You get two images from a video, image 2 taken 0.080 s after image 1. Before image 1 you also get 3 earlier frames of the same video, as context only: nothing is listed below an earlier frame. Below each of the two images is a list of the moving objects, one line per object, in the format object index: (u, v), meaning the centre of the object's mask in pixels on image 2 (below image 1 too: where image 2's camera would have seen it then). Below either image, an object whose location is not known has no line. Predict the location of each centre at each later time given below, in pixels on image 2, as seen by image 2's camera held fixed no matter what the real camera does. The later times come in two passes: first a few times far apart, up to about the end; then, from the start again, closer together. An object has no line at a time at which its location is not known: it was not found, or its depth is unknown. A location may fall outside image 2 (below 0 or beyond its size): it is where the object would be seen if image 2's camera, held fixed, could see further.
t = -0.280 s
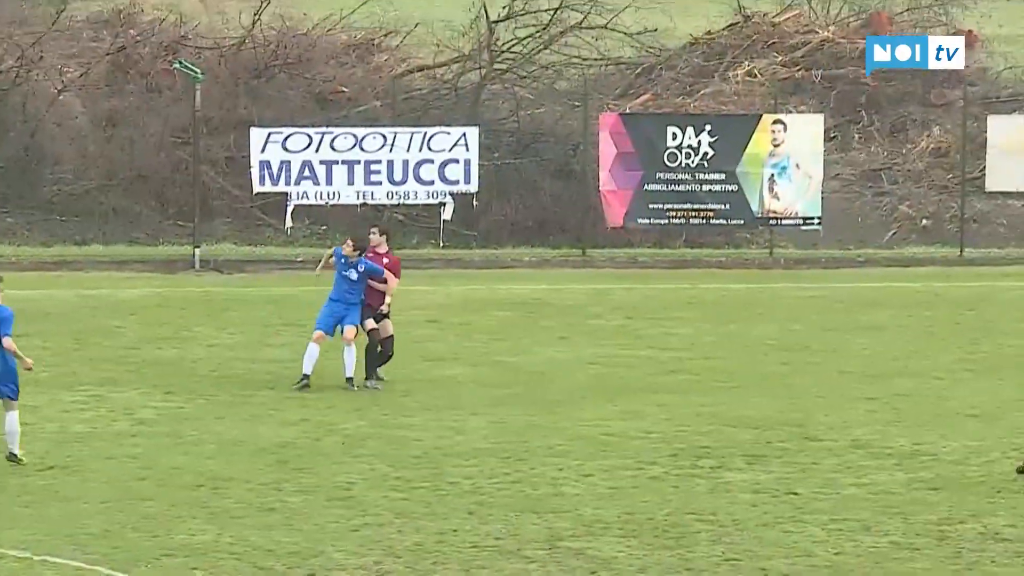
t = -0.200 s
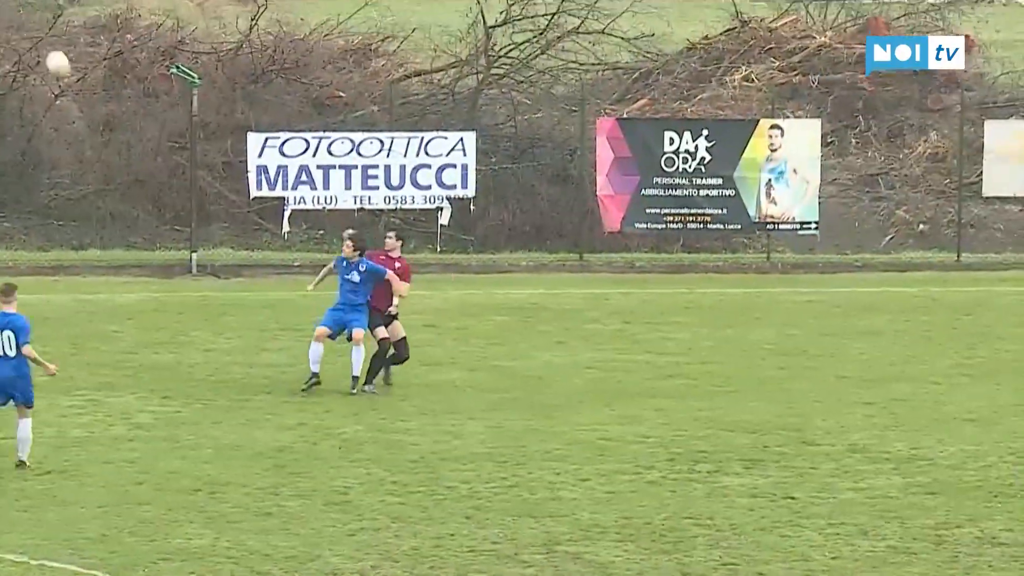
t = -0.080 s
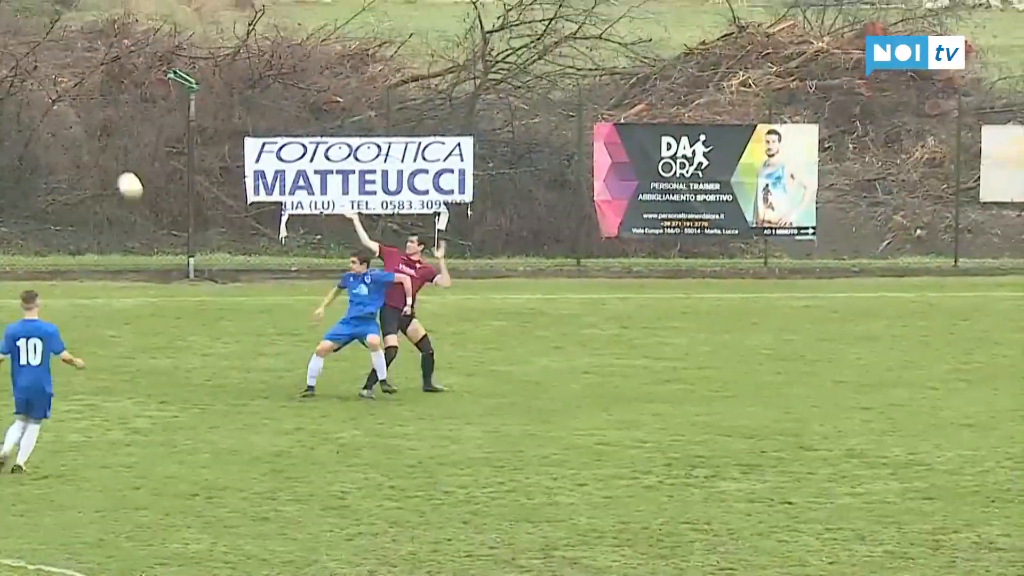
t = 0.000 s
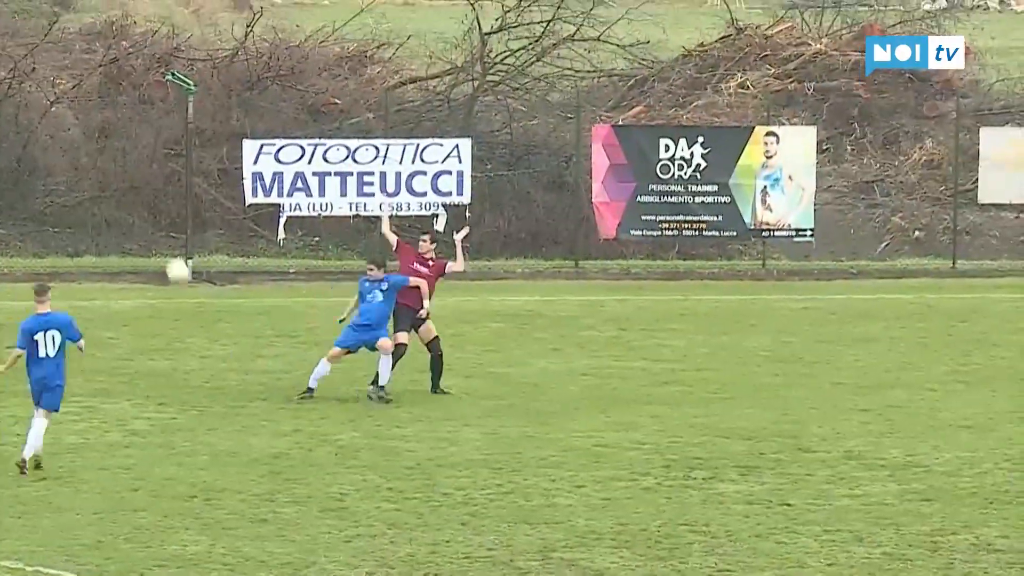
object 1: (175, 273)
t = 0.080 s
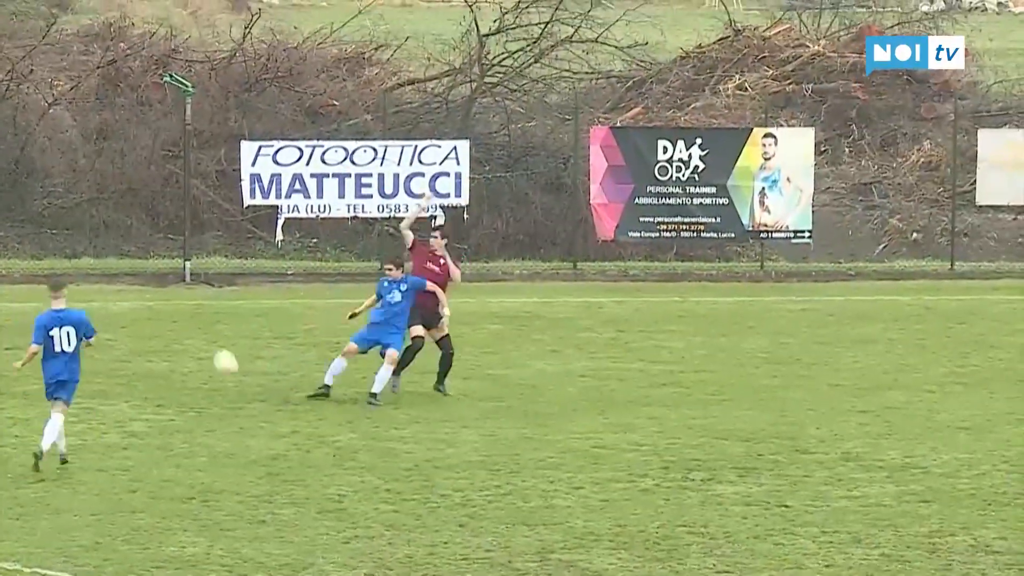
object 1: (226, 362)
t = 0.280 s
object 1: (311, 284)
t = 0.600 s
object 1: (429, 137)
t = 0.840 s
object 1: (515, 91)
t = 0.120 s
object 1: (250, 396)
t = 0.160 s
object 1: (265, 365)
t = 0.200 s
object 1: (281, 337)
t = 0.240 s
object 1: (296, 309)
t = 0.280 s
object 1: (311, 284)
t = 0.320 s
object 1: (326, 260)
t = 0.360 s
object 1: (341, 239)
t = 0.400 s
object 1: (356, 219)
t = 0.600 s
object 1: (429, 137)
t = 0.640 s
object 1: (443, 125)
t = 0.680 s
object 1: (458, 116)
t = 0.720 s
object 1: (472, 108)
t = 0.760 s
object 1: (486, 102)
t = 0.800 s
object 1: (501, 96)
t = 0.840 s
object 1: (515, 91)
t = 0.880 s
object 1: (531, 86)
